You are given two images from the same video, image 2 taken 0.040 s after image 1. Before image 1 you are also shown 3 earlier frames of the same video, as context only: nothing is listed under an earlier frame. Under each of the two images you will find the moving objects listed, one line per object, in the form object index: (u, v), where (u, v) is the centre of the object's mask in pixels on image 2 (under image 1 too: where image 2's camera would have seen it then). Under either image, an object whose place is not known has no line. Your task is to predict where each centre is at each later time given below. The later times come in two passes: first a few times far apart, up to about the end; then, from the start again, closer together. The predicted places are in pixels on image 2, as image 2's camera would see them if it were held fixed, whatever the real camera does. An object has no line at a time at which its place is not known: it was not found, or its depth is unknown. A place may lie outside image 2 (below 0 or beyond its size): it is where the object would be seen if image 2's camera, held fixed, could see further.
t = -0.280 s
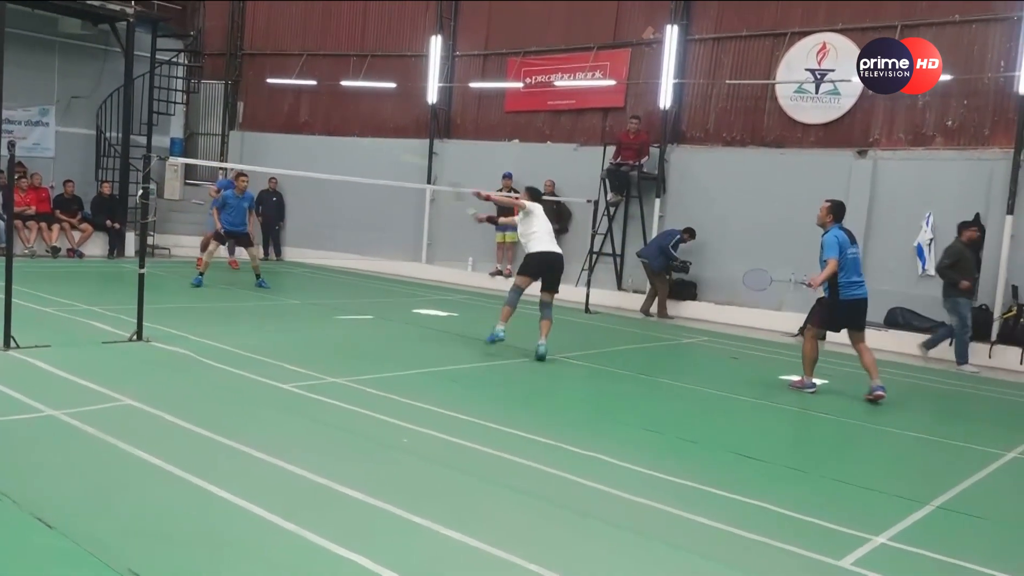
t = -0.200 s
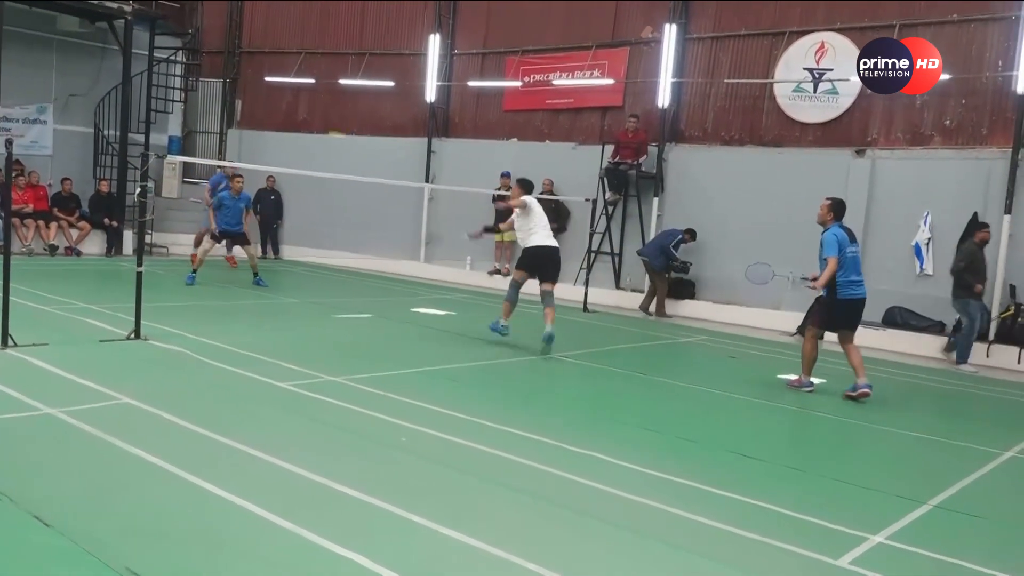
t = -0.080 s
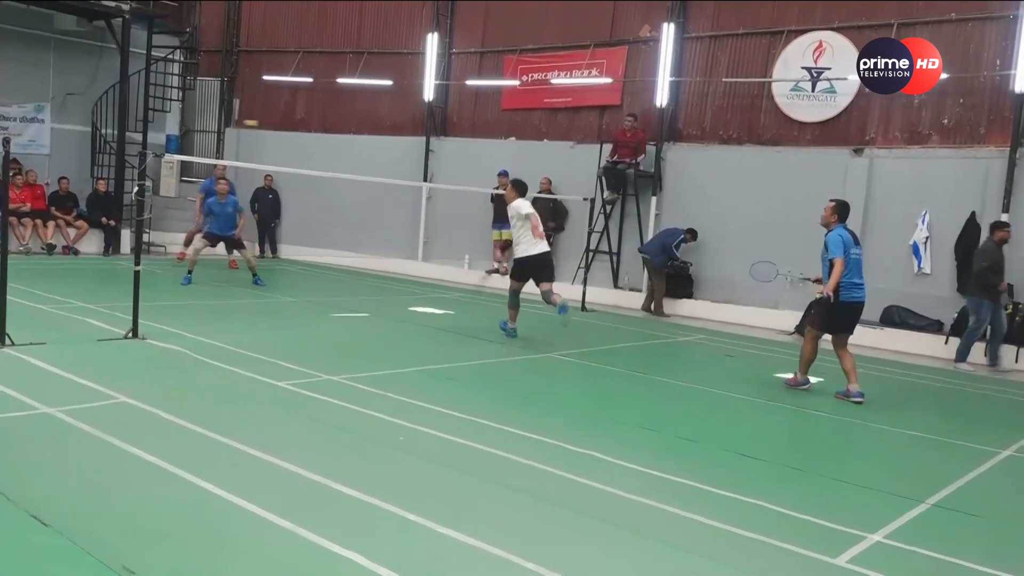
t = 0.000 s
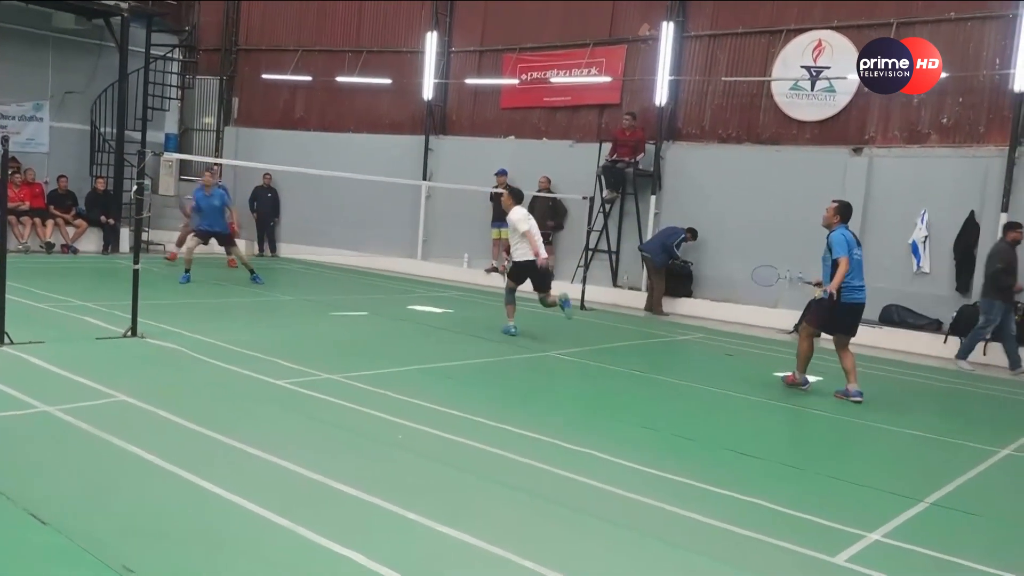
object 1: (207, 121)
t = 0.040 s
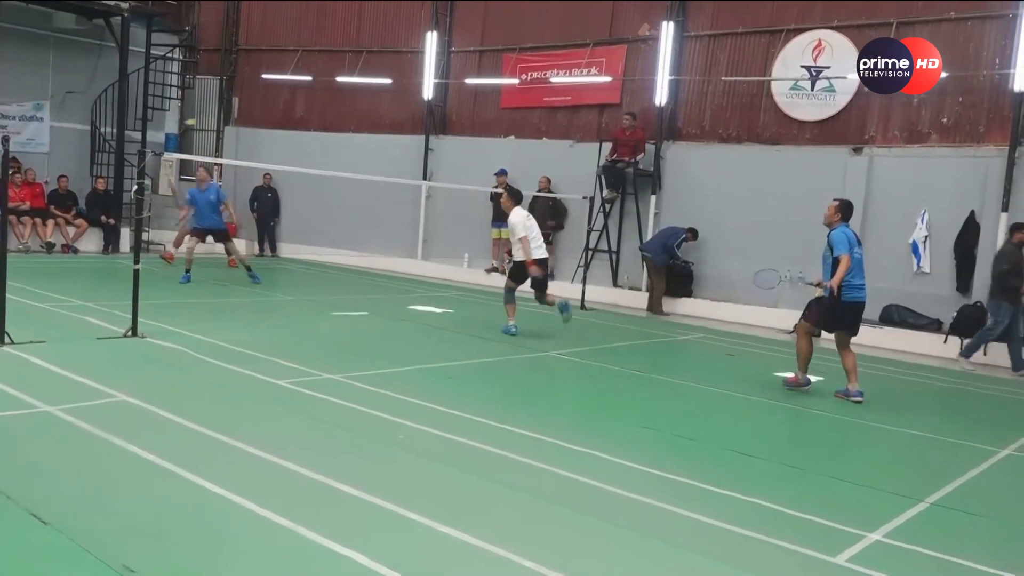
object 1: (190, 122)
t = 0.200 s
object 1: (199, 88)
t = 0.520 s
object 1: (294, 25)
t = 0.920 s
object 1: (399, 128)
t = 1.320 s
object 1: (477, 451)
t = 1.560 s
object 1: (490, 417)
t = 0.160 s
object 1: (181, 104)
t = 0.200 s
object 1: (199, 88)
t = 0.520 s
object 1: (294, 25)
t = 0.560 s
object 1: (305, 26)
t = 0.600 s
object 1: (316, 28)
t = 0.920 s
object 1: (399, 128)
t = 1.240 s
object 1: (467, 390)
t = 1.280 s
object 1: (473, 431)
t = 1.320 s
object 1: (477, 451)
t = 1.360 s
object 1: (479, 435)
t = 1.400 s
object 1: (481, 426)
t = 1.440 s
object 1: (484, 417)
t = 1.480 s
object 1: (486, 414)
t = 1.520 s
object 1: (488, 414)
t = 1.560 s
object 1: (490, 417)
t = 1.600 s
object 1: (492, 422)
